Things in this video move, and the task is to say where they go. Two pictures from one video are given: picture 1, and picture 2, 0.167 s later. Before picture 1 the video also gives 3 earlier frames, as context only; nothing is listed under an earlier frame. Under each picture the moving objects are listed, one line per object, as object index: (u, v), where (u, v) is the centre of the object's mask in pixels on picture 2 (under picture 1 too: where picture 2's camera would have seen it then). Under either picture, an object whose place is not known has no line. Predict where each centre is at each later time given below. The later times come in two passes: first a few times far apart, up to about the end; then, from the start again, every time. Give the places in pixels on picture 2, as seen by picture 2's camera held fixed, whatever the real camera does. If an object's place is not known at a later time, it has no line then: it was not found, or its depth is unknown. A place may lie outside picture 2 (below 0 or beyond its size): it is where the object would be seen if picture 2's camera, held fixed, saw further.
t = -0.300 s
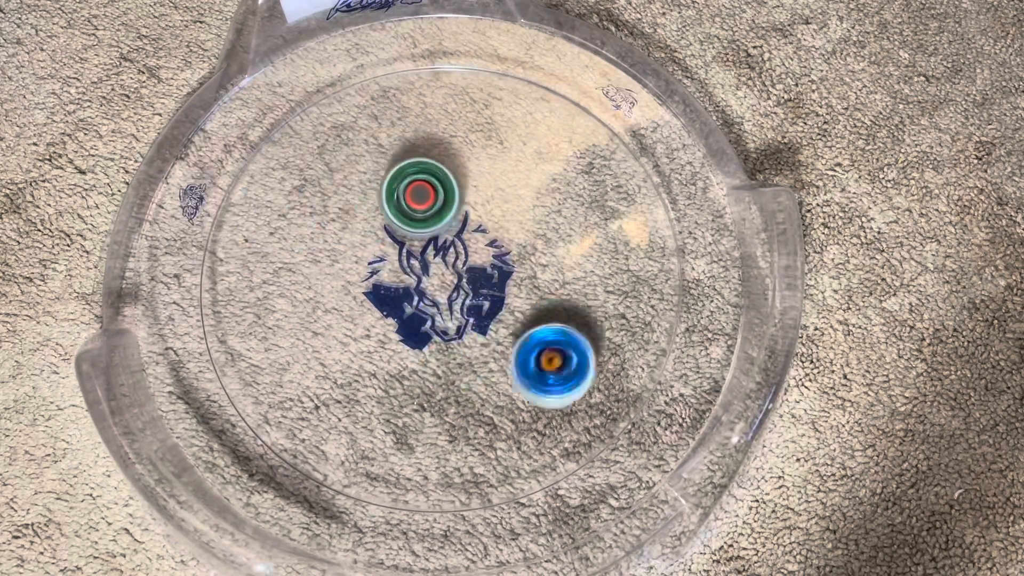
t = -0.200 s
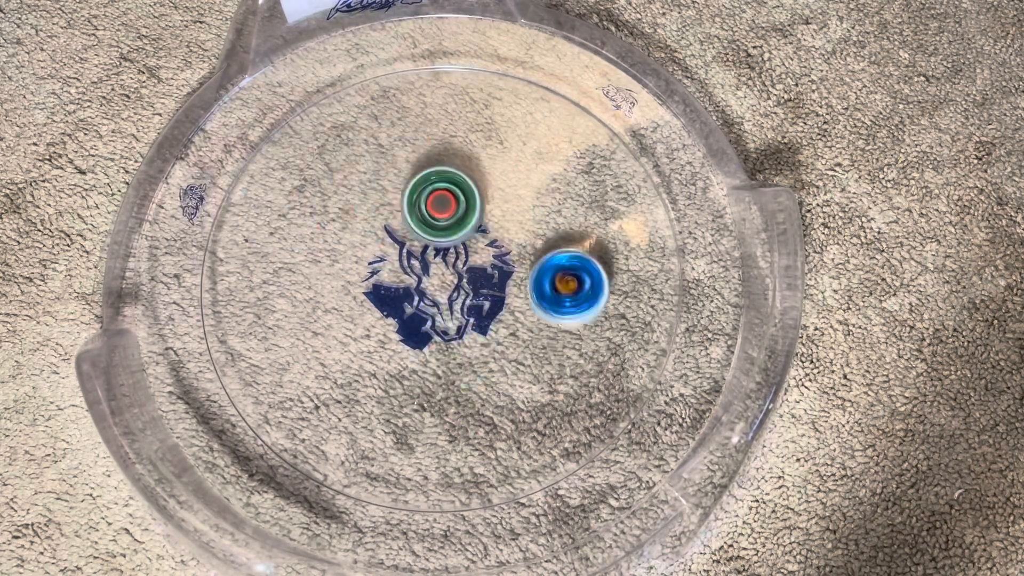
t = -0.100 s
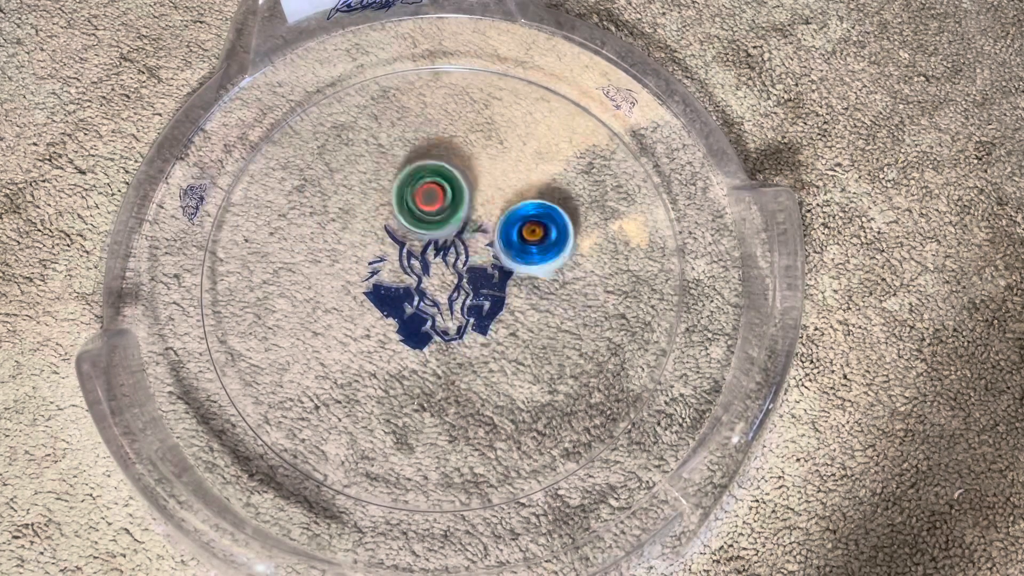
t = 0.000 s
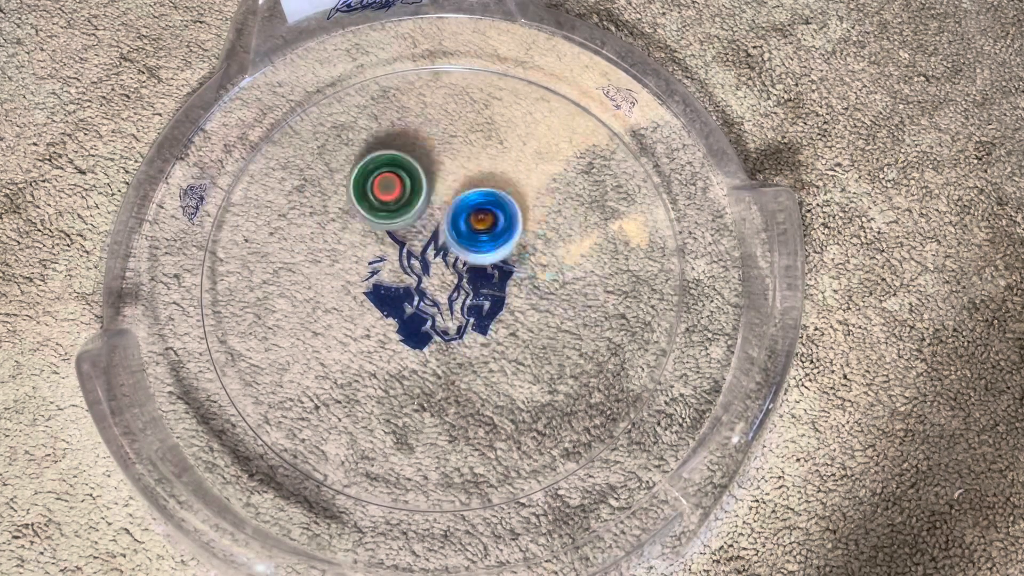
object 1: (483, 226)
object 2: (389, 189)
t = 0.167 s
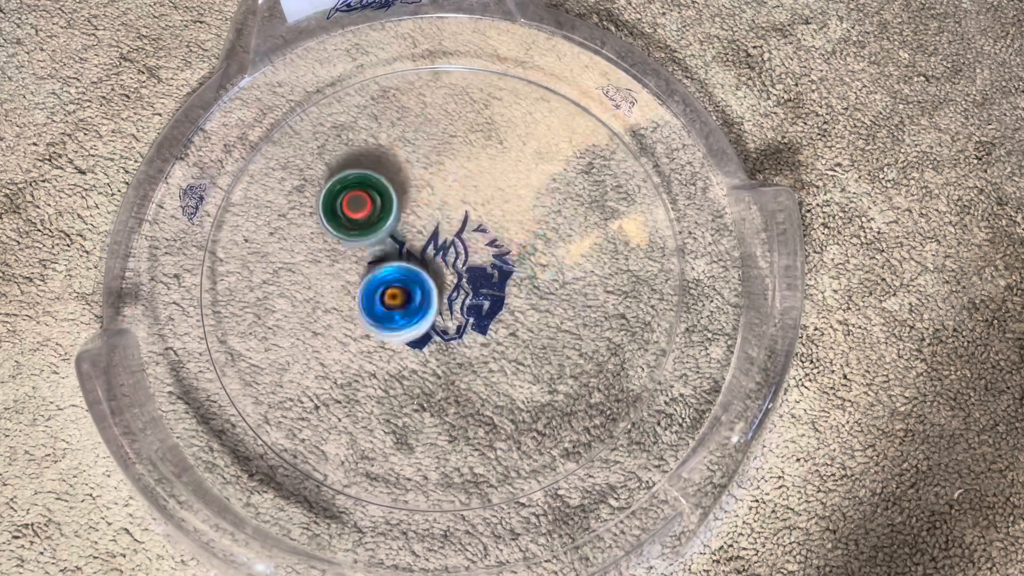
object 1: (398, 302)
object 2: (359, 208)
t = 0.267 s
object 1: (408, 380)
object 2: (365, 234)
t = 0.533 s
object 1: (567, 303)
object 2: (403, 289)
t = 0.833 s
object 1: (320, 236)
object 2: (449, 319)
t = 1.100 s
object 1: (368, 431)
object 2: (479, 321)
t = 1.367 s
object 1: (572, 409)
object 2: (498, 115)
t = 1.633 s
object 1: (482, 200)
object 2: (399, 72)
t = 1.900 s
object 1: (252, 281)
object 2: (347, 117)
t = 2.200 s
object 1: (430, 413)
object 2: (347, 208)
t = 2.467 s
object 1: (508, 188)
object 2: (388, 272)
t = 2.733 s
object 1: (297, 137)
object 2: (438, 309)
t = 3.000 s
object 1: (340, 331)
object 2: (476, 324)
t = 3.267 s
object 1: (486, 321)
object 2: (614, 258)
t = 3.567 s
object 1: (388, 215)
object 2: (608, 191)
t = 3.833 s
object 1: (391, 359)
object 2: (533, 192)
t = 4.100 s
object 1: (538, 248)
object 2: (454, 209)
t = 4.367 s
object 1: (423, 115)
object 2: (333, 299)
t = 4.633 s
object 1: (325, 120)
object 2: (317, 425)
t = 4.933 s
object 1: (440, 282)
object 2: (378, 392)
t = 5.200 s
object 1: (591, 201)
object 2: (391, 360)
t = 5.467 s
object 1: (480, 165)
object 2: (409, 300)
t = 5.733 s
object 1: (454, 263)
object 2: (394, 331)
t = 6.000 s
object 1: (568, 228)
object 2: (330, 365)
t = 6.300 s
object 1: (440, 238)
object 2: (391, 360)
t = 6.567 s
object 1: (462, 327)
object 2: (413, 400)
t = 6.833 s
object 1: (526, 278)
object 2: (424, 374)
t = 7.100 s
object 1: (407, 238)
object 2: (443, 366)
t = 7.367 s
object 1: (290, 205)
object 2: (485, 411)
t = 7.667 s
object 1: (395, 293)
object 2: (508, 341)
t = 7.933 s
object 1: (547, 240)
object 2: (549, 351)
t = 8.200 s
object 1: (627, 166)
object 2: (534, 301)
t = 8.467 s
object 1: (540, 187)
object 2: (515, 277)
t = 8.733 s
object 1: (487, 74)
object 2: (316, 494)
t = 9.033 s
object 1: (381, 157)
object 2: (327, 457)
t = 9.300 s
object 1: (347, 267)
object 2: (396, 387)
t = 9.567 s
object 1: (360, 241)
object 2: (552, 424)
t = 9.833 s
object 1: (409, 287)
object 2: (579, 290)
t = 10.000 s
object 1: (464, 282)
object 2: (560, 256)
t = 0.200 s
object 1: (392, 329)
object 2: (360, 216)
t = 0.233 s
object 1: (397, 356)
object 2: (362, 225)
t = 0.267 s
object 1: (408, 380)
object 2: (365, 234)
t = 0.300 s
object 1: (427, 399)
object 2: (367, 242)
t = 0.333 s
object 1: (453, 410)
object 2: (372, 250)
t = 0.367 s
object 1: (483, 412)
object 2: (376, 257)
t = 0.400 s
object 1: (513, 406)
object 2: (381, 265)
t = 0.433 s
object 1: (540, 388)
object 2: (386, 271)
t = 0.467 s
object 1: (558, 363)
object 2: (392, 277)
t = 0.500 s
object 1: (568, 333)
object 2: (397, 283)
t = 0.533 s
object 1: (567, 303)
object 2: (403, 289)
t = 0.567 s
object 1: (557, 274)
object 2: (408, 295)
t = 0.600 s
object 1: (538, 250)
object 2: (414, 300)
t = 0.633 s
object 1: (514, 228)
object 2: (419, 303)
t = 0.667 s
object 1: (484, 214)
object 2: (425, 307)
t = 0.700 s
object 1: (451, 205)
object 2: (430, 310)
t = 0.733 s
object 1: (415, 203)
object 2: (435, 313)
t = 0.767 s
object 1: (382, 208)
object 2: (440, 315)
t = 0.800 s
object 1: (349, 220)
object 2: (445, 318)
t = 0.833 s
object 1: (320, 236)
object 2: (449, 319)
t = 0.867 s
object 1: (296, 259)
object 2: (454, 321)
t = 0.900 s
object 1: (280, 288)
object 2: (459, 322)
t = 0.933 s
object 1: (273, 319)
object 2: (462, 323)
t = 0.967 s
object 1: (275, 351)
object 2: (467, 323)
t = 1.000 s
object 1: (287, 381)
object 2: (470, 324)
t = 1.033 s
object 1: (307, 405)
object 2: (474, 323)
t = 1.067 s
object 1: (335, 423)
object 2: (477, 322)
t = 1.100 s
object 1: (368, 431)
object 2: (479, 321)
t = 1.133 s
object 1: (404, 432)
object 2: (482, 320)
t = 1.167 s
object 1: (442, 424)
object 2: (484, 318)
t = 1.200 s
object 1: (475, 406)
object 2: (485, 316)
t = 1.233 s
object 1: (497, 420)
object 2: (492, 276)
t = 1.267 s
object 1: (517, 436)
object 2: (498, 226)
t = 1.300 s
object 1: (537, 440)
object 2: (501, 183)
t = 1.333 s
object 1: (555, 430)
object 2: (501, 144)
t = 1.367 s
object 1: (572, 409)
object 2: (498, 115)
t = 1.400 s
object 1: (583, 382)
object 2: (487, 94)
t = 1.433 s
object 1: (589, 351)
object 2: (475, 80)
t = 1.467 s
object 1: (588, 318)
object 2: (461, 73)
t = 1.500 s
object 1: (580, 286)
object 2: (446, 70)
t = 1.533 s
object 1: (562, 257)
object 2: (432, 68)
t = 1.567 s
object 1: (541, 233)
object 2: (420, 68)
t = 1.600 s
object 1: (513, 214)
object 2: (409, 69)
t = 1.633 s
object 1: (482, 200)
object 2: (399, 72)
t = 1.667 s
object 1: (449, 190)
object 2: (390, 75)
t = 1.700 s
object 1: (415, 185)
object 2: (381, 80)
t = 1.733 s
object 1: (381, 186)
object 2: (374, 85)
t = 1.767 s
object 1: (346, 194)
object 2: (367, 90)
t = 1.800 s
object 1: (315, 208)
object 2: (361, 96)
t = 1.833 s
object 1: (287, 227)
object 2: (355, 103)
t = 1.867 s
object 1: (266, 252)
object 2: (350, 110)
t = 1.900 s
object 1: (252, 281)
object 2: (347, 117)
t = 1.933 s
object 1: (246, 309)
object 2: (343, 125)
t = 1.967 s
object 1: (245, 338)
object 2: (341, 134)
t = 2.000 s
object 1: (254, 365)
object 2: (339, 145)
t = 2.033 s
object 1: (270, 390)
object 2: (338, 155)
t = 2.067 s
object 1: (293, 408)
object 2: (338, 167)
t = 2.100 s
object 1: (324, 422)
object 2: (339, 178)
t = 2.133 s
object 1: (357, 425)
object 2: (341, 188)
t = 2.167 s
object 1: (395, 423)
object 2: (344, 199)
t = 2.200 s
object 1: (430, 413)
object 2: (347, 208)
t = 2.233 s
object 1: (463, 396)
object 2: (350, 218)
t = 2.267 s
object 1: (490, 372)
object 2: (354, 226)
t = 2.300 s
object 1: (511, 344)
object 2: (358, 234)
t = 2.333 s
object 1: (524, 313)
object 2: (364, 243)
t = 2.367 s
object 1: (530, 280)
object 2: (369, 250)
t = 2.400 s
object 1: (529, 248)
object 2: (375, 259)
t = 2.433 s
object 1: (522, 217)
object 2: (382, 265)
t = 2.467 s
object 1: (508, 188)
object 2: (388, 272)
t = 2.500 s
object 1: (489, 162)
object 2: (395, 278)
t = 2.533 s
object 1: (464, 141)
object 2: (400, 284)
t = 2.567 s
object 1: (437, 124)
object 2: (407, 290)
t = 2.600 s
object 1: (407, 115)
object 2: (413, 294)
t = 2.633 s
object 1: (377, 112)
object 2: (420, 299)
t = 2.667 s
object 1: (347, 115)
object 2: (426, 303)
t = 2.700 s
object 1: (321, 122)
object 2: (432, 306)
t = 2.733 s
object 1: (297, 137)
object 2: (438, 309)
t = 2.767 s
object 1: (279, 154)
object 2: (443, 312)
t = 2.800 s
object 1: (264, 177)
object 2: (448, 315)
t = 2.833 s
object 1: (258, 202)
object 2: (454, 317)
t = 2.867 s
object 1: (260, 229)
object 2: (459, 319)
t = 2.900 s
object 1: (270, 258)
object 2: (463, 320)
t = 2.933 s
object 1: (287, 285)
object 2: (468, 322)
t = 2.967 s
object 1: (311, 311)
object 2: (472, 322)
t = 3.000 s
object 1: (340, 331)
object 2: (476, 324)
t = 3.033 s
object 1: (373, 343)
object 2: (480, 324)
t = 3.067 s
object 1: (400, 351)
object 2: (493, 322)
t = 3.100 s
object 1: (412, 357)
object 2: (523, 315)
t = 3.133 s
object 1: (433, 357)
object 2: (545, 307)
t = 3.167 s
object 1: (459, 350)
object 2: (557, 300)
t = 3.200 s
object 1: (486, 338)
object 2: (563, 296)
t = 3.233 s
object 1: (485, 333)
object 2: (592, 276)
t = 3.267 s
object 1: (486, 321)
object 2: (614, 258)
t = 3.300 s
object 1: (491, 307)
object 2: (626, 243)
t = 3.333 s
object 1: (494, 289)
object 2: (630, 232)
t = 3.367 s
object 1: (493, 268)
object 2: (631, 223)
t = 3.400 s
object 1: (485, 251)
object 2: (630, 217)
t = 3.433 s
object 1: (472, 235)
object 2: (627, 211)
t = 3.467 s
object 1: (455, 222)
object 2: (623, 205)
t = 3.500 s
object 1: (432, 214)
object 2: (620, 200)
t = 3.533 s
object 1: (410, 212)
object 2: (614, 196)
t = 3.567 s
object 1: (388, 215)
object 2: (608, 191)
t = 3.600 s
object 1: (366, 226)
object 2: (600, 189)
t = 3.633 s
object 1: (348, 241)
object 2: (591, 186)
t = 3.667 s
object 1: (336, 261)
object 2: (581, 186)
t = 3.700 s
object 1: (331, 283)
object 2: (572, 185)
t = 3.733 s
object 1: (334, 307)
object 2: (561, 186)
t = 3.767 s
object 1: (346, 328)
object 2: (551, 188)
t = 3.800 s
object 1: (366, 347)
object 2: (542, 190)
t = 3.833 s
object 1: (391, 359)
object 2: (533, 192)
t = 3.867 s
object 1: (419, 364)
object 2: (524, 195)
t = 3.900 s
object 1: (448, 361)
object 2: (516, 199)
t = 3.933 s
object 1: (475, 350)
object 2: (507, 202)
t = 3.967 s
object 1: (498, 333)
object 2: (499, 206)
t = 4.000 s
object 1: (515, 311)
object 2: (491, 210)
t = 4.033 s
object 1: (527, 287)
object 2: (482, 216)
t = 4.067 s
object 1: (535, 268)
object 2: (469, 212)
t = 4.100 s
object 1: (538, 248)
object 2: (454, 209)
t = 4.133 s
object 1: (534, 226)
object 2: (439, 210)
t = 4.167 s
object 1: (523, 205)
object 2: (428, 213)
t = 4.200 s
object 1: (508, 186)
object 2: (419, 216)
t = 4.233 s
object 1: (487, 172)
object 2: (409, 221)
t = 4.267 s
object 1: (462, 163)
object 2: (400, 225)
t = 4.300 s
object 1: (437, 161)
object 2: (392, 229)
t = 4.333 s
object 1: (423, 144)
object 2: (370, 253)
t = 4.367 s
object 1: (423, 115)
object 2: (333, 299)
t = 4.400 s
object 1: (419, 95)
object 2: (301, 340)
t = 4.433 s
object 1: (411, 84)
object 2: (276, 375)
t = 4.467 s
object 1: (397, 79)
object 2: (259, 403)
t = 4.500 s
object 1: (381, 77)
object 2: (259, 417)
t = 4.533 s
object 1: (363, 80)
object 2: (273, 424)
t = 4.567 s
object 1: (347, 89)
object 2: (289, 426)
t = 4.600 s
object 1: (334, 103)
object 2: (303, 427)
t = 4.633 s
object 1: (325, 120)
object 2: (317, 425)
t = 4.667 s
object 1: (319, 142)
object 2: (330, 421)
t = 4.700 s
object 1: (317, 166)
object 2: (340, 416)
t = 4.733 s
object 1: (320, 193)
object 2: (350, 409)
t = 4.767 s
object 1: (329, 220)
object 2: (359, 401)
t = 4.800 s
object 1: (345, 246)
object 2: (368, 393)
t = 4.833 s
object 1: (365, 267)
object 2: (375, 383)
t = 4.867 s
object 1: (386, 287)
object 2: (381, 374)
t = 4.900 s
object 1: (413, 288)
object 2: (381, 379)
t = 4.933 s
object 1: (440, 282)
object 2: (378, 392)
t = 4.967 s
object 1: (465, 279)
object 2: (378, 395)
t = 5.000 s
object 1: (489, 276)
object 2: (379, 394)
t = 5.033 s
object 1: (513, 270)
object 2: (379, 391)
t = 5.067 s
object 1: (535, 261)
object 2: (382, 385)
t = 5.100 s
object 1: (556, 250)
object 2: (385, 380)
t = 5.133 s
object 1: (571, 235)
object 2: (386, 375)
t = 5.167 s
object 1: (583, 218)
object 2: (389, 368)
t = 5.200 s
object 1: (591, 201)
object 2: (391, 360)
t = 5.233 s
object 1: (592, 182)
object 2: (394, 353)
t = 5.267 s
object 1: (587, 166)
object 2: (395, 346)
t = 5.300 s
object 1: (578, 154)
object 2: (398, 338)
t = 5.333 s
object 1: (563, 145)
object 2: (400, 330)
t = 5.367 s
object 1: (543, 141)
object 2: (402, 322)
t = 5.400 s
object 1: (522, 144)
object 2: (405, 316)
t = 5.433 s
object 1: (500, 152)
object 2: (407, 307)
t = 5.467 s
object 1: (480, 165)
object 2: (409, 300)
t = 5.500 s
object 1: (462, 183)
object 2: (412, 293)
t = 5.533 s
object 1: (448, 204)
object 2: (414, 286)
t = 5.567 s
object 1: (444, 212)
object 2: (411, 291)
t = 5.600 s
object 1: (440, 223)
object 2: (407, 299)
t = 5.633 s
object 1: (439, 232)
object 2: (402, 308)
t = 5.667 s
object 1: (442, 240)
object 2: (396, 322)
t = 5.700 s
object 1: (447, 251)
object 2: (393, 329)
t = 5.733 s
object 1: (454, 263)
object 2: (394, 331)
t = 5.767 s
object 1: (464, 274)
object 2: (400, 330)
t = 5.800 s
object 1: (475, 282)
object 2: (405, 328)
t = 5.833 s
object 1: (507, 272)
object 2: (378, 340)
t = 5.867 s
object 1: (533, 265)
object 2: (353, 349)
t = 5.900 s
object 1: (551, 259)
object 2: (336, 357)
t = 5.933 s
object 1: (561, 251)
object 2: (327, 361)
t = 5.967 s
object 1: (566, 241)
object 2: (326, 363)
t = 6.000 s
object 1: (568, 228)
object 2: (330, 365)
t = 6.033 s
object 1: (564, 215)
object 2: (336, 366)
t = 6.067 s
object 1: (556, 203)
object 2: (341, 368)
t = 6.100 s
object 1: (542, 194)
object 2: (348, 368)
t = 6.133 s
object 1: (525, 191)
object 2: (354, 369)
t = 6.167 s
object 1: (506, 191)
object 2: (362, 368)
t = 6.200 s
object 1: (486, 197)
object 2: (369, 366)
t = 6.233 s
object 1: (468, 208)
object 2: (377, 365)
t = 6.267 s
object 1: (452, 222)
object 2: (385, 363)
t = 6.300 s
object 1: (440, 238)
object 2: (391, 360)
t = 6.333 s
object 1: (431, 259)
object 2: (398, 356)
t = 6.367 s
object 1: (425, 276)
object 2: (403, 354)
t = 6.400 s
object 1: (428, 280)
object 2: (398, 373)
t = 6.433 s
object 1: (431, 285)
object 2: (394, 389)
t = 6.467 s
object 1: (435, 294)
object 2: (395, 399)
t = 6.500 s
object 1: (441, 305)
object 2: (400, 402)
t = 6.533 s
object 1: (449, 317)
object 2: (406, 402)
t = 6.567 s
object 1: (462, 327)
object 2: (413, 400)
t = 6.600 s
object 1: (476, 334)
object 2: (420, 398)
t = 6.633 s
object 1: (491, 331)
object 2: (417, 401)
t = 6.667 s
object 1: (503, 327)
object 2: (412, 400)
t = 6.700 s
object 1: (515, 322)
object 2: (412, 395)
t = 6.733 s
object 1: (524, 314)
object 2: (414, 390)
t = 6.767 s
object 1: (530, 302)
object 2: (418, 384)
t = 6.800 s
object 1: (530, 290)
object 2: (420, 379)
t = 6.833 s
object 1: (526, 278)
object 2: (424, 374)
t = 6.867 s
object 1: (518, 267)
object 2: (426, 370)
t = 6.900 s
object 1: (505, 258)
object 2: (429, 365)
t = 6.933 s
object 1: (490, 252)
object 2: (431, 360)
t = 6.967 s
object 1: (474, 249)
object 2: (433, 356)
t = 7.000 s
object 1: (456, 250)
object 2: (435, 351)
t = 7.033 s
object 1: (439, 254)
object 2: (436, 345)
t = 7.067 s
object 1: (424, 261)
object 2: (438, 340)
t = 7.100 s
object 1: (407, 238)
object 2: (443, 366)
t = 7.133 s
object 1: (392, 213)
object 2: (448, 398)
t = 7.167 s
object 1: (378, 198)
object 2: (452, 419)
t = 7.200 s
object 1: (364, 189)
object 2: (456, 431)
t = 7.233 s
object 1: (348, 185)
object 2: (462, 433)
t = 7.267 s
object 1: (332, 186)
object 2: (467, 430)
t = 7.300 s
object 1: (316, 188)
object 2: (473, 425)
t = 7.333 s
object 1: (301, 194)
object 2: (480, 418)
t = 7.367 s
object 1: (290, 205)
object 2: (485, 411)
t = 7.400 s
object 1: (283, 218)
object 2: (489, 404)
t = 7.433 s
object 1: (283, 233)
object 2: (493, 397)
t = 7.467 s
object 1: (288, 249)
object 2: (497, 389)
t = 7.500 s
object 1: (299, 264)
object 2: (500, 381)
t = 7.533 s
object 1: (315, 275)
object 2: (503, 373)
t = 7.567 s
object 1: (333, 284)
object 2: (505, 366)
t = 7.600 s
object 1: (353, 290)
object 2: (506, 357)
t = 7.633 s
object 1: (373, 292)
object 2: (508, 350)
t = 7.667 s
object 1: (395, 293)
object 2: (508, 341)
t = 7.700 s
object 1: (415, 290)
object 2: (509, 333)
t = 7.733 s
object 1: (434, 286)
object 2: (509, 326)
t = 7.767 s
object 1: (451, 277)
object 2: (513, 322)
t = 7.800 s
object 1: (469, 270)
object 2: (526, 332)
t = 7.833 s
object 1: (488, 262)
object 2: (539, 350)
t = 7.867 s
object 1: (508, 256)
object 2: (546, 352)
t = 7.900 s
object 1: (528, 248)
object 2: (550, 353)
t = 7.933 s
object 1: (547, 240)
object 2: (549, 351)
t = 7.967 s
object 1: (564, 232)
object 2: (547, 345)
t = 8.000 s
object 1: (579, 222)
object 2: (545, 338)
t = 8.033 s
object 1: (593, 212)
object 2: (543, 328)
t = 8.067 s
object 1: (603, 201)
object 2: (541, 320)
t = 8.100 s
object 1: (612, 190)
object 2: (539, 314)
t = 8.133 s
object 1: (620, 182)
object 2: (538, 309)
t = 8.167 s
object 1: (624, 174)
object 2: (536, 304)
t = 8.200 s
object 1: (627, 166)
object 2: (534, 301)
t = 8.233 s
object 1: (627, 160)
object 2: (533, 298)
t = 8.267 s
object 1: (623, 157)
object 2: (531, 296)
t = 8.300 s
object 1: (615, 155)
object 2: (529, 293)
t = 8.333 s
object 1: (604, 156)
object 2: (527, 289)
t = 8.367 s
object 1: (589, 161)
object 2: (524, 286)
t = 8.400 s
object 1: (574, 168)
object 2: (522, 284)
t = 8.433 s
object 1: (557, 175)
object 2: (518, 280)
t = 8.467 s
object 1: (540, 187)
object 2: (515, 277)
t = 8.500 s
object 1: (526, 195)
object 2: (510, 275)
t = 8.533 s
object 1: (537, 147)
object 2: (474, 334)
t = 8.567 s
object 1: (541, 112)
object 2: (437, 386)
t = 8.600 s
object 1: (539, 88)
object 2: (400, 430)
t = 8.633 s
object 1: (532, 74)
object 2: (369, 464)
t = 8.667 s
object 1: (516, 75)
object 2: (343, 482)
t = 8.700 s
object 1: (501, 75)
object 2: (328, 488)
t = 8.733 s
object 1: (487, 74)
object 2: (316, 494)
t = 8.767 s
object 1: (474, 73)
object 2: (307, 498)
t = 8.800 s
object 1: (460, 77)
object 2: (307, 497)
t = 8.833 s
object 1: (447, 82)
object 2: (310, 493)
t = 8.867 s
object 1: (434, 89)
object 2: (312, 489)
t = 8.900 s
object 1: (422, 99)
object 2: (314, 484)
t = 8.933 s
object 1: (411, 112)
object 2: (316, 478)
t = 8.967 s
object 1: (399, 126)
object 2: (318, 472)
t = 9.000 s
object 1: (390, 141)
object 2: (320, 465)
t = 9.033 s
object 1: (381, 157)
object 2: (327, 457)
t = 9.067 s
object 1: (373, 175)
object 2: (334, 445)
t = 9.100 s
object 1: (367, 192)
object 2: (341, 433)
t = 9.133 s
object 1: (362, 210)
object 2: (348, 421)
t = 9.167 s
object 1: (359, 228)
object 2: (356, 406)
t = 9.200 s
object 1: (355, 248)
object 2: (365, 393)
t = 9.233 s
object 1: (352, 264)
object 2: (373, 379)
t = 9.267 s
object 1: (351, 283)
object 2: (381, 365)
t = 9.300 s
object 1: (347, 267)
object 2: (396, 387)
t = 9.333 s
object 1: (347, 246)
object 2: (415, 421)
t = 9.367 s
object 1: (355, 232)
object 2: (438, 445)
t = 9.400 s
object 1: (363, 226)
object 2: (460, 461)
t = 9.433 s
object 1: (367, 227)
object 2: (480, 465)
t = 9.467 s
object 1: (368, 228)
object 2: (500, 463)
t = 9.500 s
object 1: (367, 230)
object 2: (521, 452)
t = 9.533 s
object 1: (363, 235)
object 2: (538, 440)
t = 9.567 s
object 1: (360, 241)
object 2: (552, 424)
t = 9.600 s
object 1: (358, 248)
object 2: (565, 408)
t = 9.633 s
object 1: (359, 256)
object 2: (575, 390)
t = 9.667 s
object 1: (363, 263)
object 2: (582, 371)
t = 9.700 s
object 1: (369, 271)
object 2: (588, 351)
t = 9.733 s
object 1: (377, 276)
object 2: (588, 333)
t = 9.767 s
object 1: (387, 281)
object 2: (587, 316)
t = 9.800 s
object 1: (398, 284)
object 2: (583, 302)
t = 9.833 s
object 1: (409, 287)
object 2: (579, 290)
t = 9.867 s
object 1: (419, 288)
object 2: (573, 280)
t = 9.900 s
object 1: (431, 288)
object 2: (570, 272)
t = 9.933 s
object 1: (443, 287)
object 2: (566, 266)
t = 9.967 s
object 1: (453, 285)
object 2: (563, 260)
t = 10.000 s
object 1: (464, 282)
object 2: (560, 256)
